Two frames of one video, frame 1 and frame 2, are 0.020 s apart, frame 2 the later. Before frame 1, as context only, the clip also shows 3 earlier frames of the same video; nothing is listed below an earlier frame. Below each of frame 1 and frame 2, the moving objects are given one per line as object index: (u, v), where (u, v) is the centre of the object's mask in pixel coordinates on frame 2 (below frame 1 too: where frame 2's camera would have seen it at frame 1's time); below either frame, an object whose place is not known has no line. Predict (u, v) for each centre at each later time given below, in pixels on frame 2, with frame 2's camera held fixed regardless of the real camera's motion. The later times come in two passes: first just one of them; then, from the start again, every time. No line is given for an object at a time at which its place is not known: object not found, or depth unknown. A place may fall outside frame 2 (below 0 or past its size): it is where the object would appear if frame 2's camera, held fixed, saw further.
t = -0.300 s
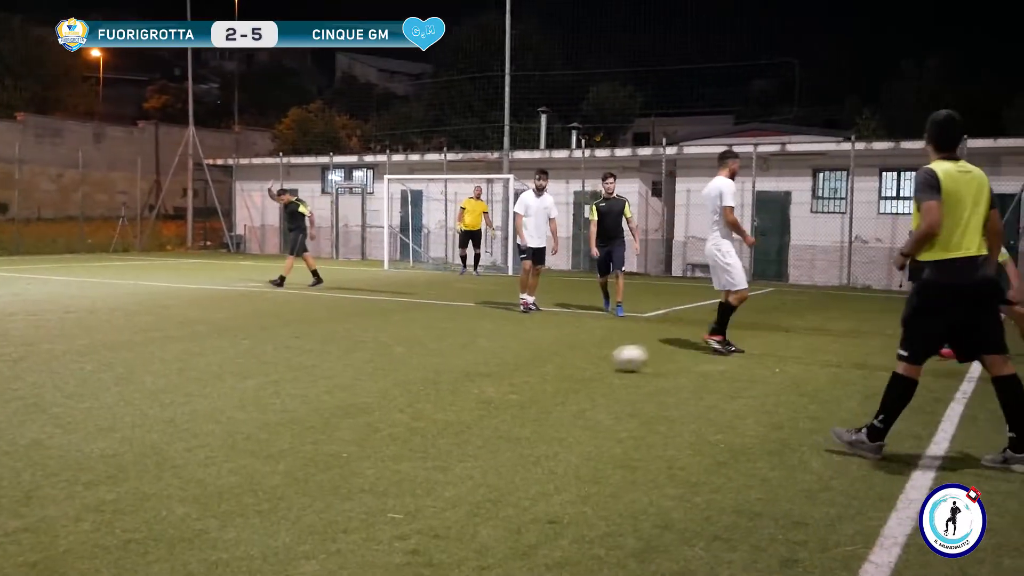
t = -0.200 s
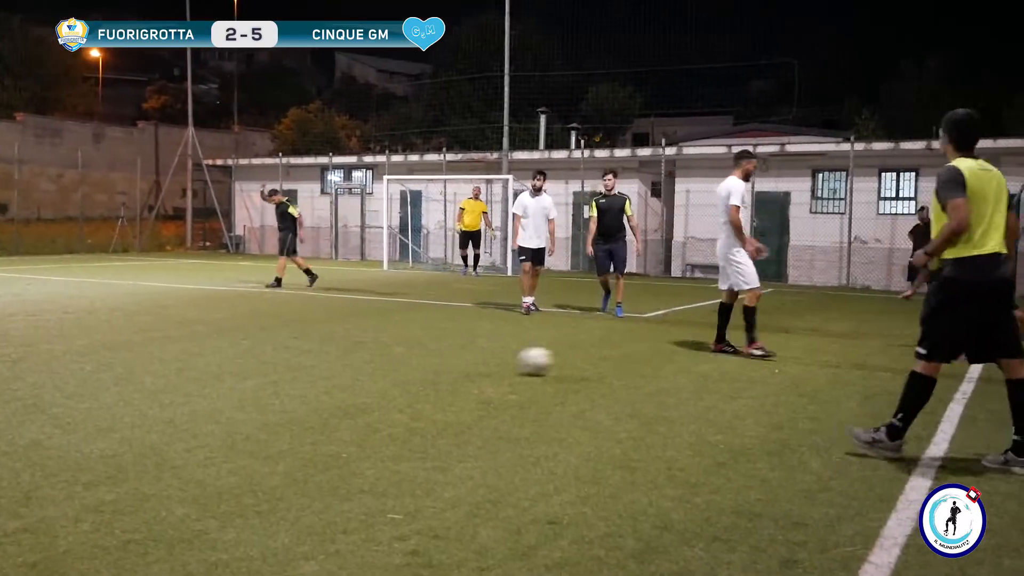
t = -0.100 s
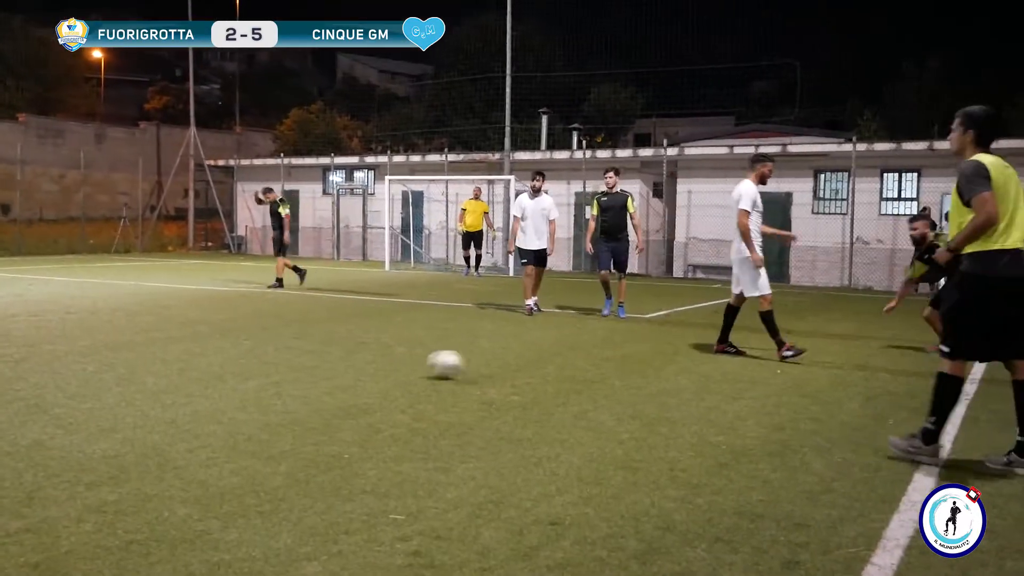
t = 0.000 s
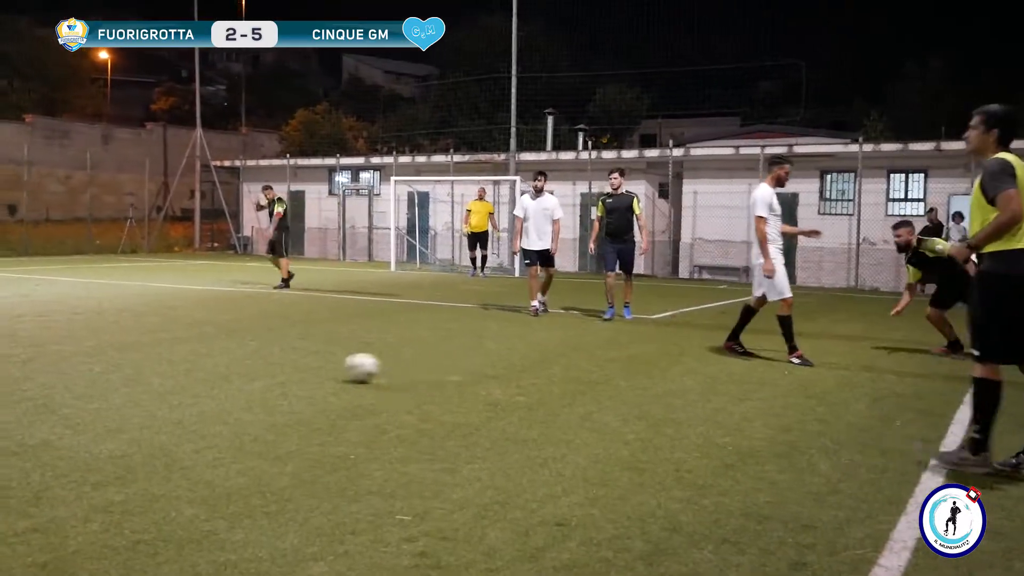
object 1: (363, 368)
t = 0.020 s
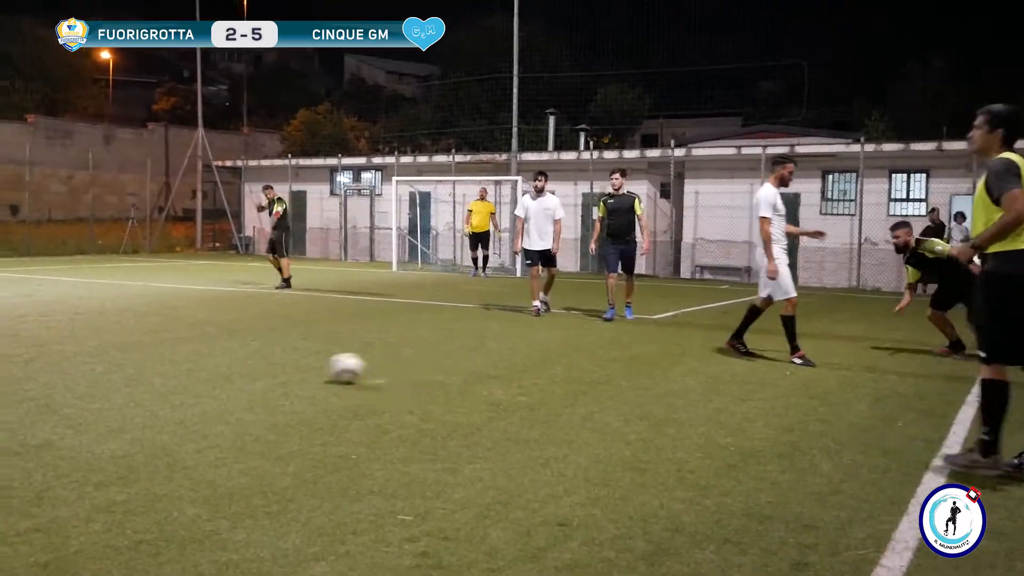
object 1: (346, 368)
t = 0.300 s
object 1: (102, 375)
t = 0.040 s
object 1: (328, 369)
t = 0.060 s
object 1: (311, 369)
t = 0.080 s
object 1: (293, 368)
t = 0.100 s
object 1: (277, 369)
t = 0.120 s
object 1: (260, 369)
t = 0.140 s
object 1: (243, 369)
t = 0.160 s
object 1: (225, 369)
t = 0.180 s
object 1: (208, 371)
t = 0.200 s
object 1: (190, 371)
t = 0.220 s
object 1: (173, 372)
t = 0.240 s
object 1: (155, 373)
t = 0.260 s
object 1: (138, 373)
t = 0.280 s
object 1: (120, 373)
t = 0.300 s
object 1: (102, 375)
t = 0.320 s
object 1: (84, 375)
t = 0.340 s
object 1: (65, 375)
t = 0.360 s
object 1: (48, 375)
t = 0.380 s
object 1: (29, 376)
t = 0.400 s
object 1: (10, 377)
